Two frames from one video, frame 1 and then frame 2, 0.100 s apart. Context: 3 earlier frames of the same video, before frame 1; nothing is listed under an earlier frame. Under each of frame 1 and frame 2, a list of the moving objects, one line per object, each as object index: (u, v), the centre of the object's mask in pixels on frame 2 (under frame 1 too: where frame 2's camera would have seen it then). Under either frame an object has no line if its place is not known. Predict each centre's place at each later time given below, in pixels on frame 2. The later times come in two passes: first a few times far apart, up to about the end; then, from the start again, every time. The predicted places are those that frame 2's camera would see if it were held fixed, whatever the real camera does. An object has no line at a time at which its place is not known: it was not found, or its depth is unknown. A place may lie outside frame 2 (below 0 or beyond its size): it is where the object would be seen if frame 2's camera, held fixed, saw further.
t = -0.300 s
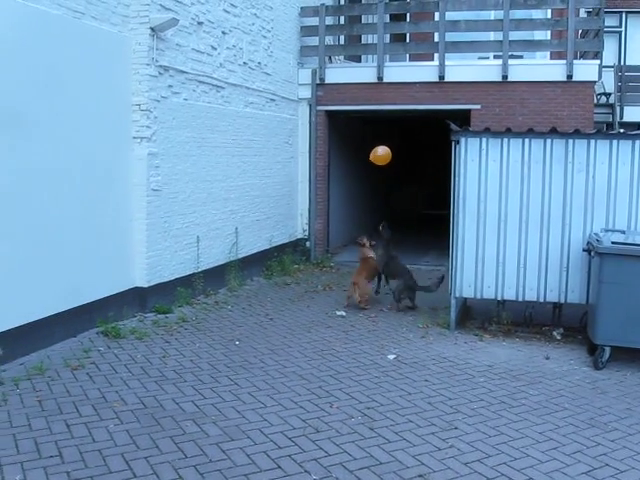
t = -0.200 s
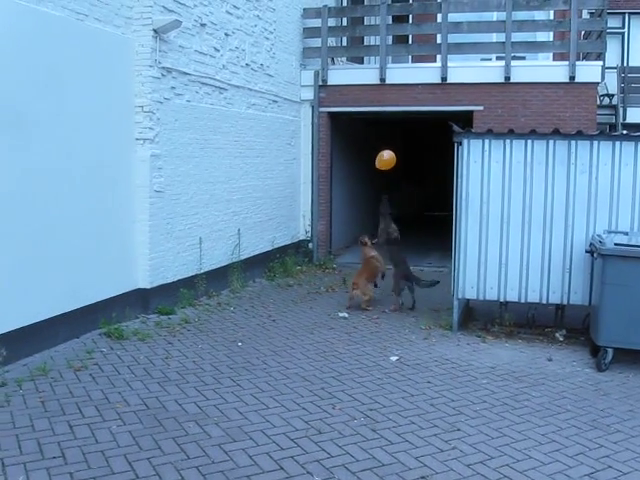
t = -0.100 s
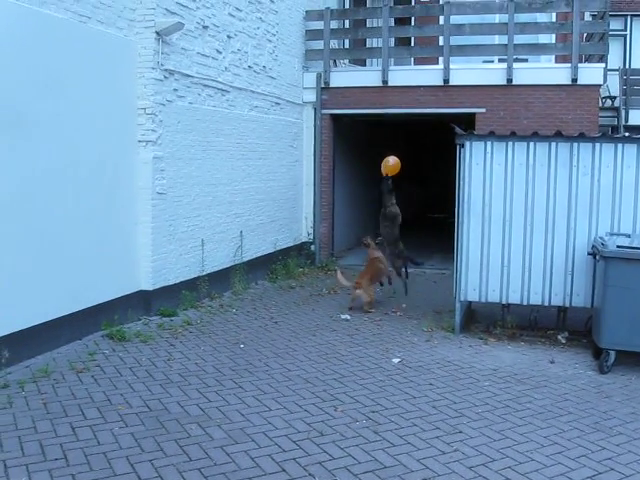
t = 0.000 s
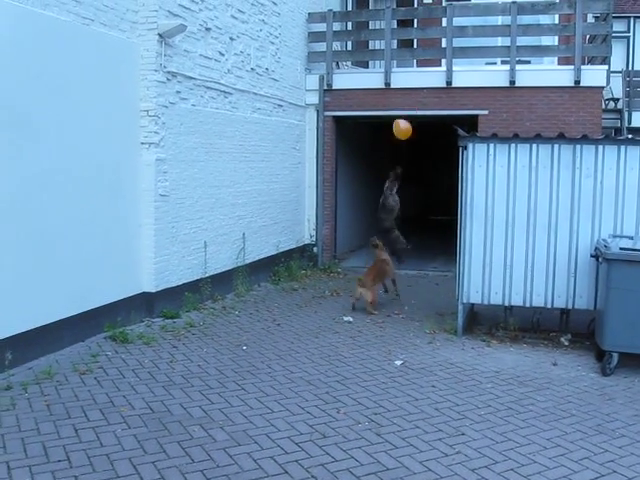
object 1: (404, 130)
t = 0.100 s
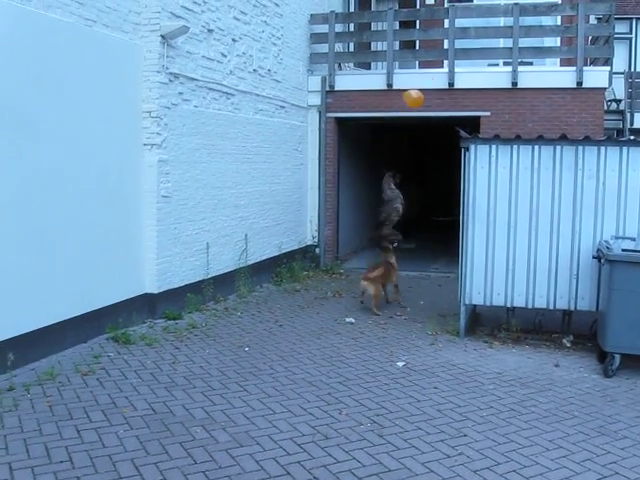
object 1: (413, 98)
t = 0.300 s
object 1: (436, 72)
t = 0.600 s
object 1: (468, 56)
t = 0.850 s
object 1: (489, 52)
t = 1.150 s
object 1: (513, 52)
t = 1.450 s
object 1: (535, 56)
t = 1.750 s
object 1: (557, 64)
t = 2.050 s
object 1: (582, 74)
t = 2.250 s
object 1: (600, 80)
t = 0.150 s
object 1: (419, 89)
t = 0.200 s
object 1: (425, 82)
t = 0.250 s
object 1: (431, 77)
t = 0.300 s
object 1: (436, 72)
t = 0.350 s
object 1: (442, 68)
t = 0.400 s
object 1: (448, 65)
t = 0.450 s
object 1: (453, 62)
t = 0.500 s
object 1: (458, 60)
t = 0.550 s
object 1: (463, 58)
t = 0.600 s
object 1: (468, 56)
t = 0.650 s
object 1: (472, 55)
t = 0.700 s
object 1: (477, 54)
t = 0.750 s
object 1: (481, 53)
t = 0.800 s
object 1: (485, 52)
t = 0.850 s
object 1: (489, 52)
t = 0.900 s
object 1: (493, 51)
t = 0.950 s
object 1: (497, 51)
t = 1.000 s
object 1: (501, 51)
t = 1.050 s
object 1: (505, 51)
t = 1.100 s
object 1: (508, 52)
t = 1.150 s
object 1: (513, 52)
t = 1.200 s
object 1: (516, 52)
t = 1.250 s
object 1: (520, 53)
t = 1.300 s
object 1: (523, 53)
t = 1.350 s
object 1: (527, 54)
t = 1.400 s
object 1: (530, 55)
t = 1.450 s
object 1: (535, 56)
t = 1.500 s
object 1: (538, 57)
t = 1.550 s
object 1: (542, 58)
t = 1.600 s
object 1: (545, 60)
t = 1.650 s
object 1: (550, 61)
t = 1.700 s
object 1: (553, 63)
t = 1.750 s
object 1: (557, 64)
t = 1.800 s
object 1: (561, 66)
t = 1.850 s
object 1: (565, 67)
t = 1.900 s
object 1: (570, 69)
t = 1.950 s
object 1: (574, 71)
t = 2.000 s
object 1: (578, 72)
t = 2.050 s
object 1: (582, 74)
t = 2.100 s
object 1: (586, 76)
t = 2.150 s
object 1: (590, 77)
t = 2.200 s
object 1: (595, 79)
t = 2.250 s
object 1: (600, 80)
